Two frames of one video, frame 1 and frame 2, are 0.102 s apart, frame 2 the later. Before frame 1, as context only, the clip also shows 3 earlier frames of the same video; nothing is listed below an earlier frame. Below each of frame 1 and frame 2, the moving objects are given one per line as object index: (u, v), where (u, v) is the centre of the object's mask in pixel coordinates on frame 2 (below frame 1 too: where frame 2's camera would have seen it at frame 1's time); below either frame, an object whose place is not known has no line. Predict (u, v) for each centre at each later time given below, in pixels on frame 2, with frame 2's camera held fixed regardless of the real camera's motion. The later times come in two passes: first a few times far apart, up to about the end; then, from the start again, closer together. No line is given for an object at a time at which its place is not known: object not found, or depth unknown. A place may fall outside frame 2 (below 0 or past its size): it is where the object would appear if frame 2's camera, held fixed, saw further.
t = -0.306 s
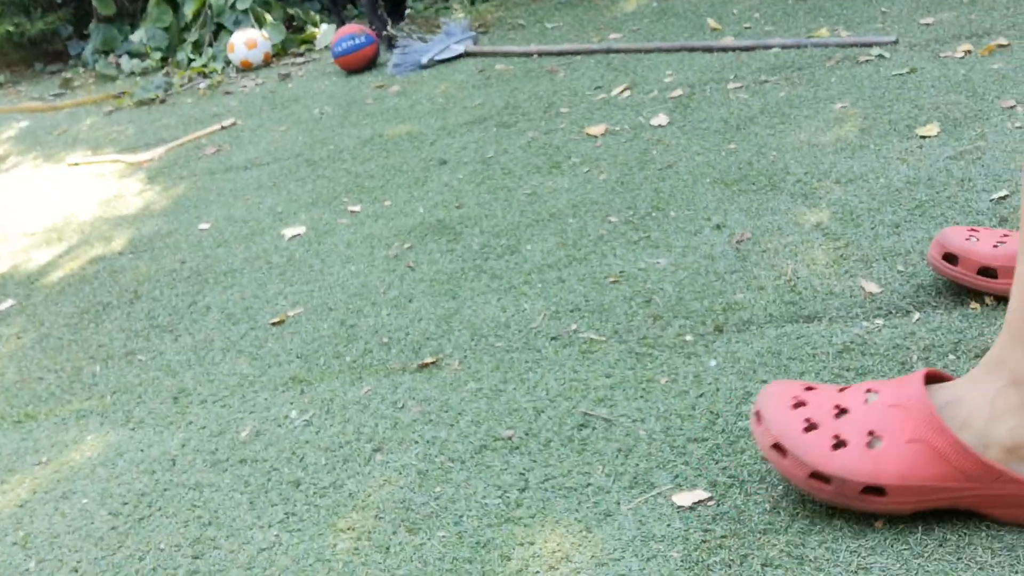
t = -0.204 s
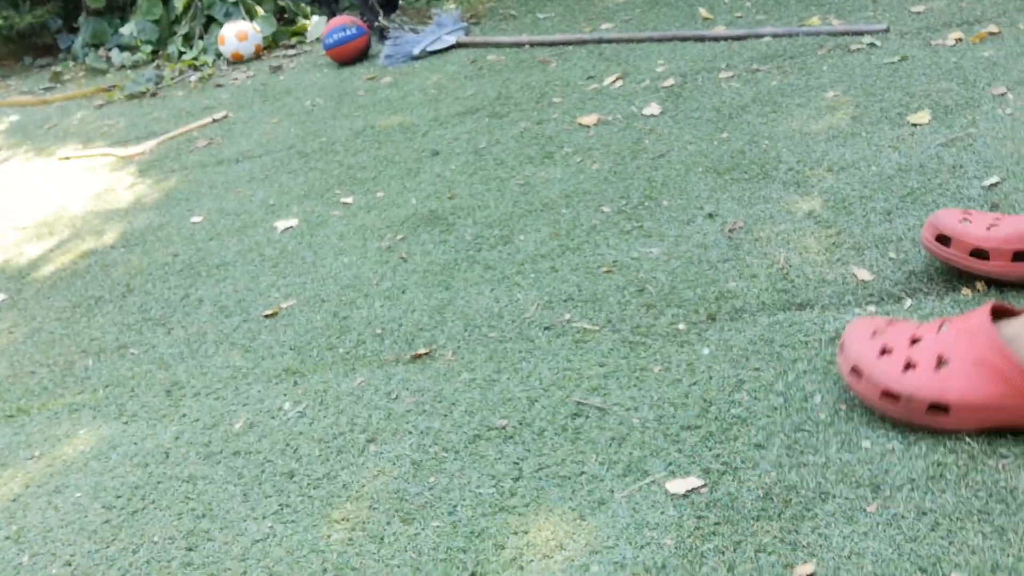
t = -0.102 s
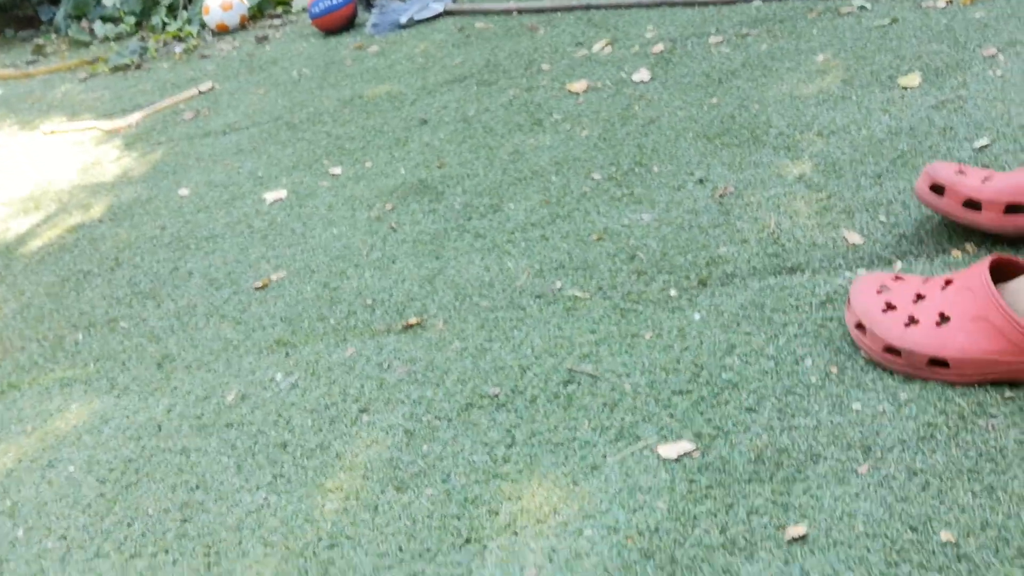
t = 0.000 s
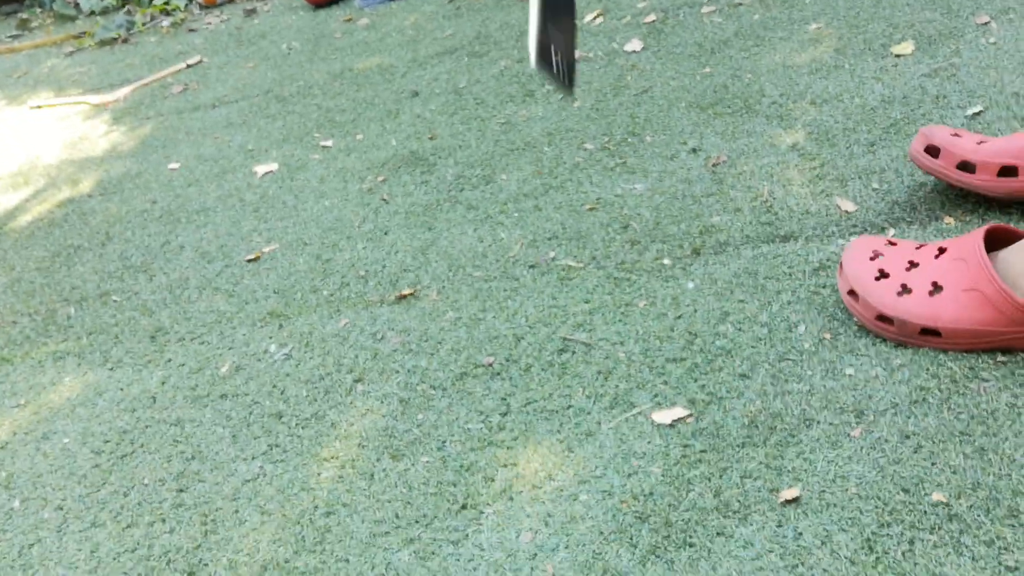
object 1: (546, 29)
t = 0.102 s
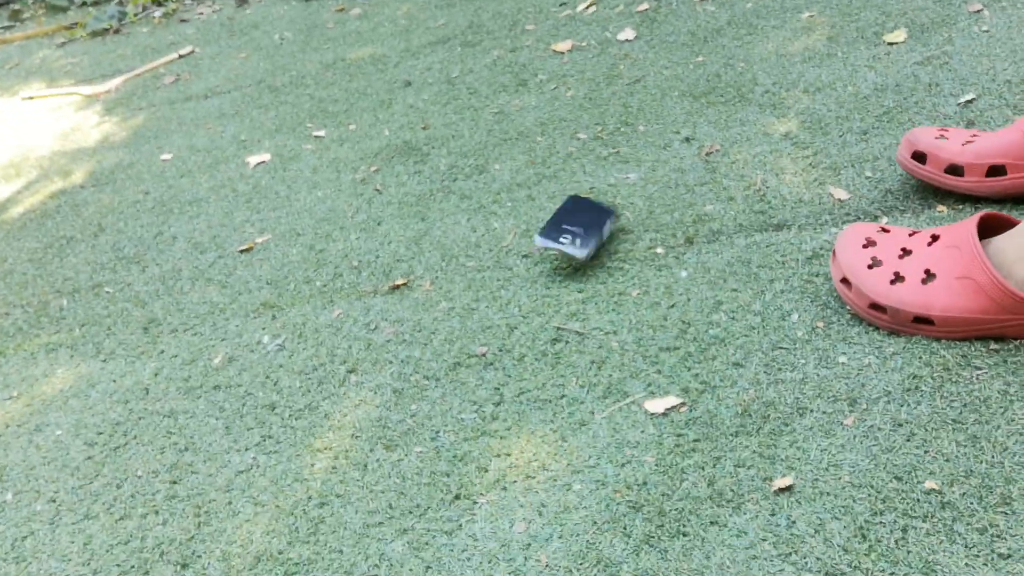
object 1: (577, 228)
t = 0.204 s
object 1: (545, 207)
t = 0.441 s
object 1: (522, 196)
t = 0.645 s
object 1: (524, 202)
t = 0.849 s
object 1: (524, 202)
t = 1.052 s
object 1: (524, 201)
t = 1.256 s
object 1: (525, 202)
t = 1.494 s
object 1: (525, 202)
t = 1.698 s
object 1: (524, 202)
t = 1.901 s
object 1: (524, 202)
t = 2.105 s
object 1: (524, 202)
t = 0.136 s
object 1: (570, 209)
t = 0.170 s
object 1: (555, 207)
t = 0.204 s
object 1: (545, 207)
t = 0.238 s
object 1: (535, 192)
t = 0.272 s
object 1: (528, 185)
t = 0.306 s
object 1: (522, 185)
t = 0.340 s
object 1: (521, 187)
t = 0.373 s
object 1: (521, 198)
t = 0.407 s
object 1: (523, 201)
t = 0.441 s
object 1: (522, 196)
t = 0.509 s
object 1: (523, 202)
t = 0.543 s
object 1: (523, 200)
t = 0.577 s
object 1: (524, 201)
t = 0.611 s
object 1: (524, 201)
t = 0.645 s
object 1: (524, 202)
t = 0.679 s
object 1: (524, 202)
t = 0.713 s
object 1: (524, 202)
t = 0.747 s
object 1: (524, 202)
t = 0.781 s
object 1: (524, 202)
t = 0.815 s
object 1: (524, 202)
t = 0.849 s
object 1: (524, 202)
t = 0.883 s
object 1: (524, 202)
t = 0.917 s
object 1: (524, 202)
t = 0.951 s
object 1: (524, 202)
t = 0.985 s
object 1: (524, 201)
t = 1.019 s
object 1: (524, 201)
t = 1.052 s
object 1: (524, 201)
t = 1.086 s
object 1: (524, 201)
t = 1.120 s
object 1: (524, 201)
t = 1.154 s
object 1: (524, 201)
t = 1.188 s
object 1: (524, 201)
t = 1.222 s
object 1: (524, 202)
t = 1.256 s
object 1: (525, 202)
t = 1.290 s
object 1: (525, 202)
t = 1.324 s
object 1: (524, 201)
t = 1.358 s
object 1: (524, 202)
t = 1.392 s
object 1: (524, 201)
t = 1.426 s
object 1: (524, 202)
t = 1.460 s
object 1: (524, 202)
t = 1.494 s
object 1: (525, 202)
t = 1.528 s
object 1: (524, 202)
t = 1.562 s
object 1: (524, 202)
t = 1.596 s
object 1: (524, 202)
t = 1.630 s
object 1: (524, 202)
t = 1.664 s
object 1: (524, 202)
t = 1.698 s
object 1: (524, 202)
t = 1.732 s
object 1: (524, 202)
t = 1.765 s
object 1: (524, 202)
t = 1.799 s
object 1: (524, 202)
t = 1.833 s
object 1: (524, 202)
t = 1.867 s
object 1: (524, 202)
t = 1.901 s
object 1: (524, 202)
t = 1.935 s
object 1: (525, 202)
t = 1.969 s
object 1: (525, 202)
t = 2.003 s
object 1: (525, 202)
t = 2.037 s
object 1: (525, 202)
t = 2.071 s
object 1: (524, 202)
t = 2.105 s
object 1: (524, 202)
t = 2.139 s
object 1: (525, 203)
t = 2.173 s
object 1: (524, 203)
